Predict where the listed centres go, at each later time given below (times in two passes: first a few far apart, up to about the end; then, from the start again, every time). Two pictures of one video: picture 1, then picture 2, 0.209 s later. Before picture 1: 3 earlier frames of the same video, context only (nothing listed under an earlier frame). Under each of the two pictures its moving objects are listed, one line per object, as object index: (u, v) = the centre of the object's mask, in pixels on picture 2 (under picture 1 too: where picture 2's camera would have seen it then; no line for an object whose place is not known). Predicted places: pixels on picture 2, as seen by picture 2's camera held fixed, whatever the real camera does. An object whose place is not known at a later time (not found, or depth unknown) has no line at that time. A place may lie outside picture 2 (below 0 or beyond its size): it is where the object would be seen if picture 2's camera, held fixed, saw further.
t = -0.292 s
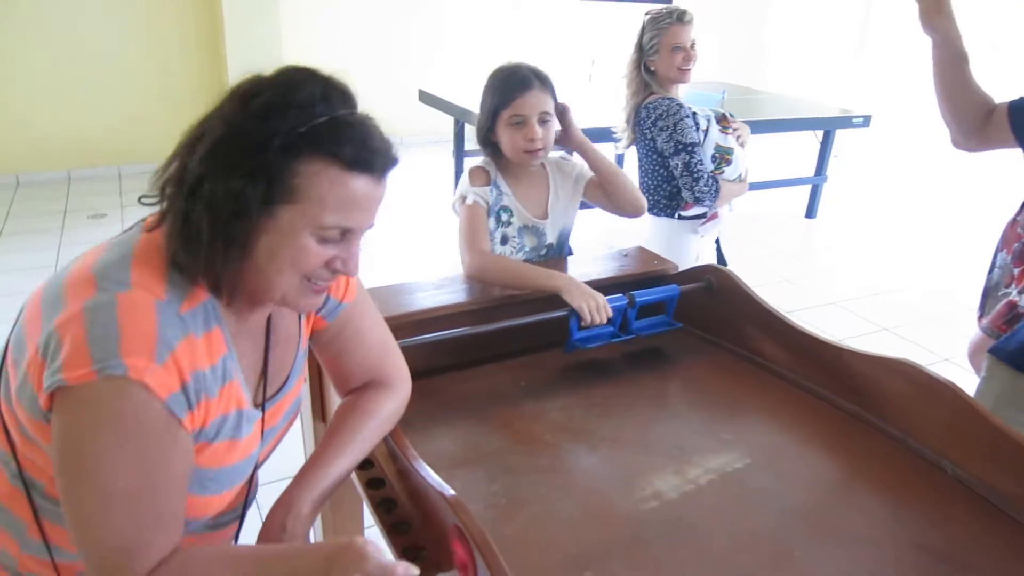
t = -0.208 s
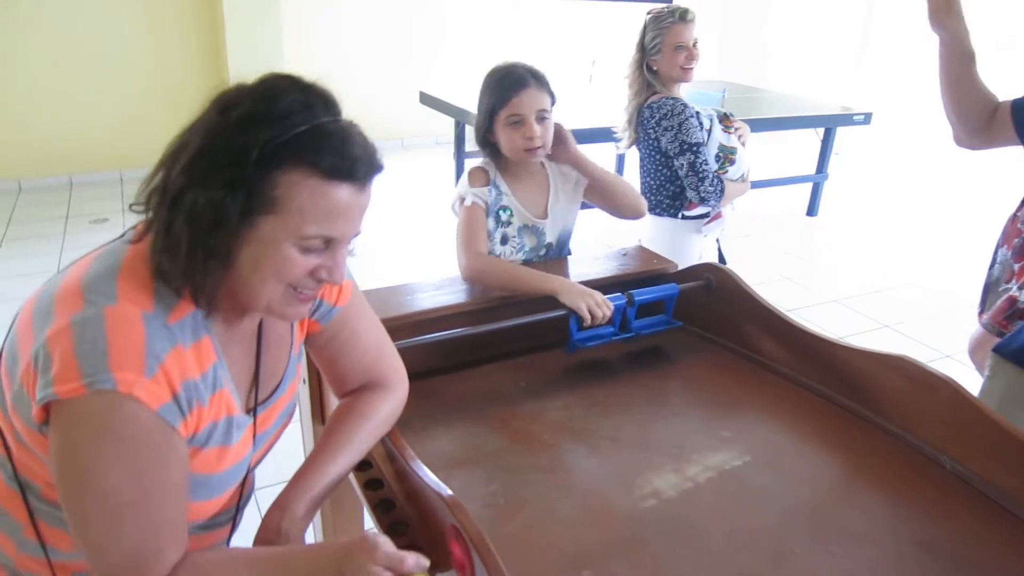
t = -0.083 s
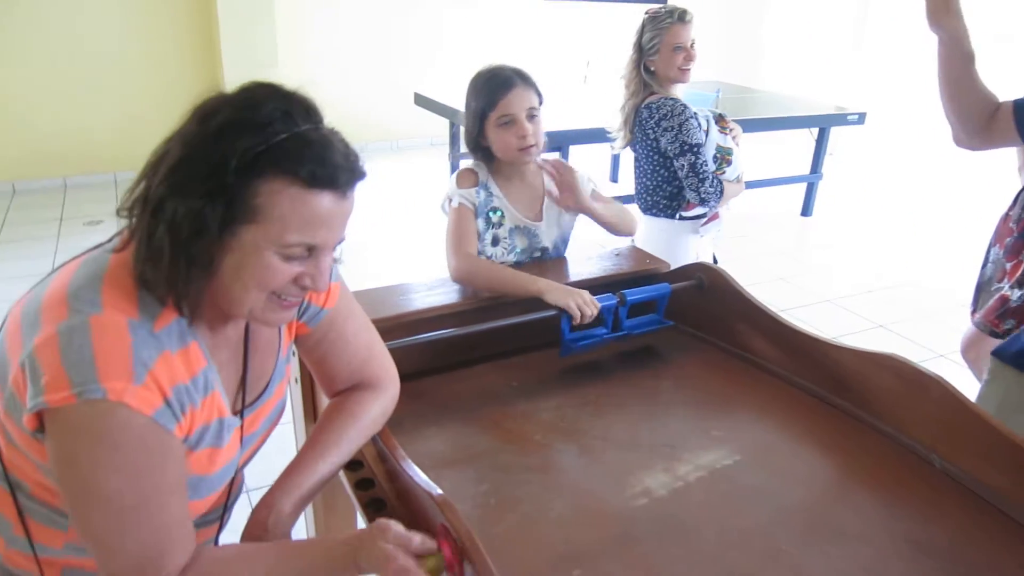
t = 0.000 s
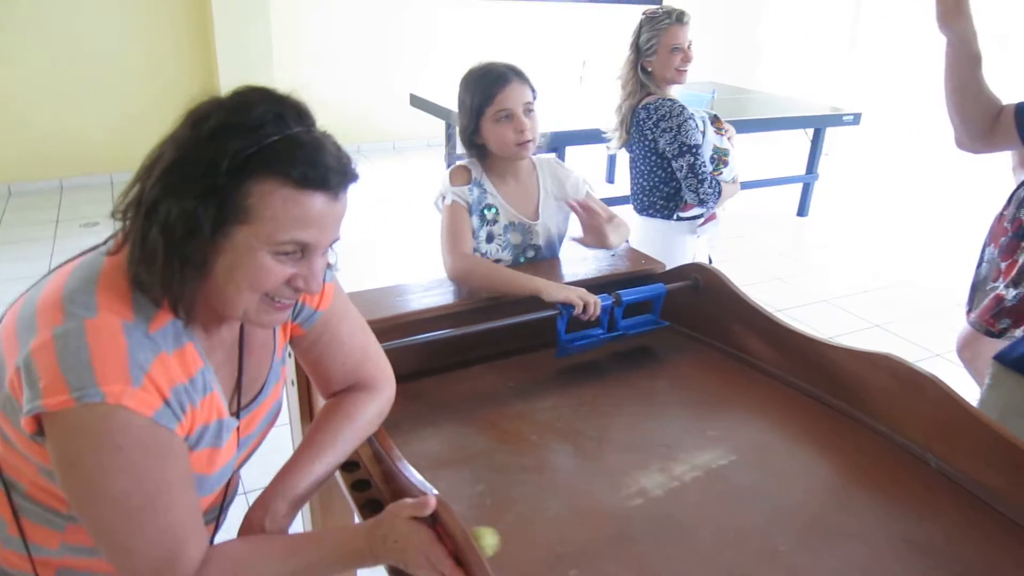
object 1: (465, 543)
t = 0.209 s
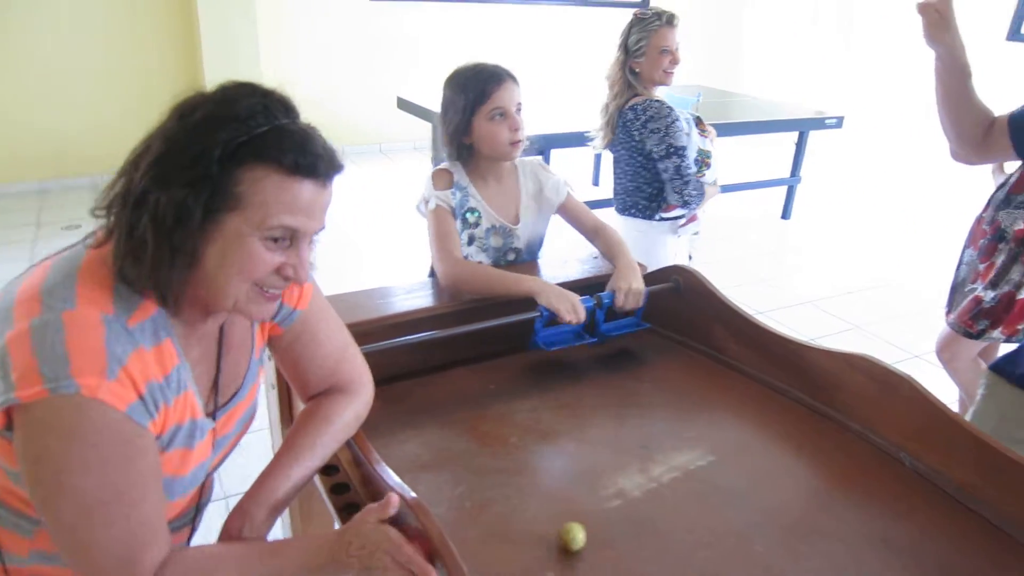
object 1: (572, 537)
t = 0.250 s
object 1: (591, 529)
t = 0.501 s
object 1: (678, 484)
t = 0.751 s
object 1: (744, 446)
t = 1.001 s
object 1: (792, 409)
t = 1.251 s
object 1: (756, 392)
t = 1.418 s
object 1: (721, 382)
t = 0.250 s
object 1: (591, 529)
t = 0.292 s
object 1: (606, 521)
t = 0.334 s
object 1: (621, 513)
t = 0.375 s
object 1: (636, 506)
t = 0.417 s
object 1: (650, 497)
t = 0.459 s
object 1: (666, 491)
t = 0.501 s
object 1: (678, 484)
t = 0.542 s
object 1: (691, 478)
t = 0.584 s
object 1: (703, 471)
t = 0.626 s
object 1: (714, 464)
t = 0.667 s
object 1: (725, 458)
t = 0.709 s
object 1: (735, 451)
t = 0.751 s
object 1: (744, 446)
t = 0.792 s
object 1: (754, 439)
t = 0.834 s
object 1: (762, 434)
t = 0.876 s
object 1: (771, 428)
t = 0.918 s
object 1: (779, 422)
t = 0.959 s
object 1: (786, 416)
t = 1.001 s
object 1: (792, 409)
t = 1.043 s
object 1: (799, 403)
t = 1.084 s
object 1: (794, 396)
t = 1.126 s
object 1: (783, 395)
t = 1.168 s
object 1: (773, 396)
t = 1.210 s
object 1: (765, 395)
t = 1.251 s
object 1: (756, 392)
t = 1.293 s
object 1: (747, 390)
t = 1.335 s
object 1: (738, 388)
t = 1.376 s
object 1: (729, 384)
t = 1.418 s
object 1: (721, 382)
